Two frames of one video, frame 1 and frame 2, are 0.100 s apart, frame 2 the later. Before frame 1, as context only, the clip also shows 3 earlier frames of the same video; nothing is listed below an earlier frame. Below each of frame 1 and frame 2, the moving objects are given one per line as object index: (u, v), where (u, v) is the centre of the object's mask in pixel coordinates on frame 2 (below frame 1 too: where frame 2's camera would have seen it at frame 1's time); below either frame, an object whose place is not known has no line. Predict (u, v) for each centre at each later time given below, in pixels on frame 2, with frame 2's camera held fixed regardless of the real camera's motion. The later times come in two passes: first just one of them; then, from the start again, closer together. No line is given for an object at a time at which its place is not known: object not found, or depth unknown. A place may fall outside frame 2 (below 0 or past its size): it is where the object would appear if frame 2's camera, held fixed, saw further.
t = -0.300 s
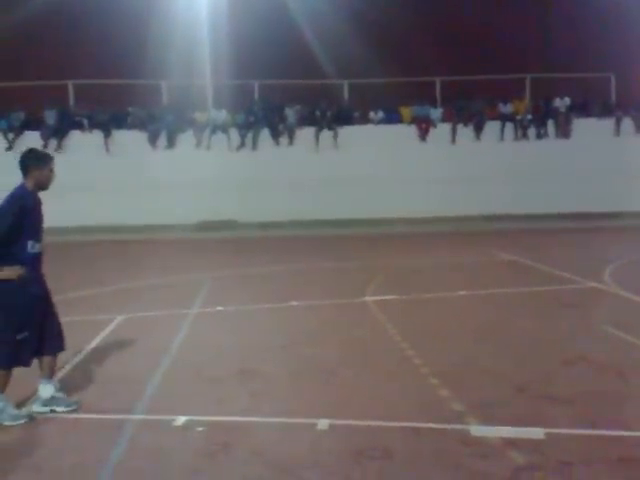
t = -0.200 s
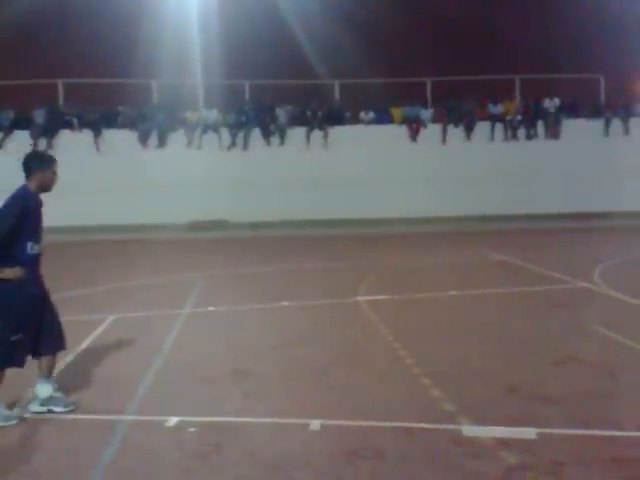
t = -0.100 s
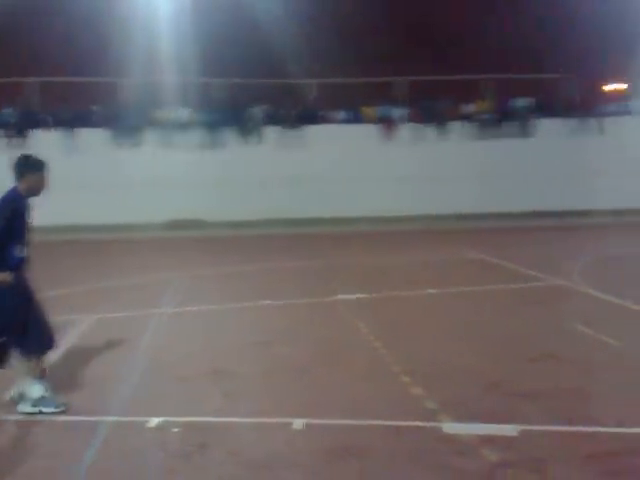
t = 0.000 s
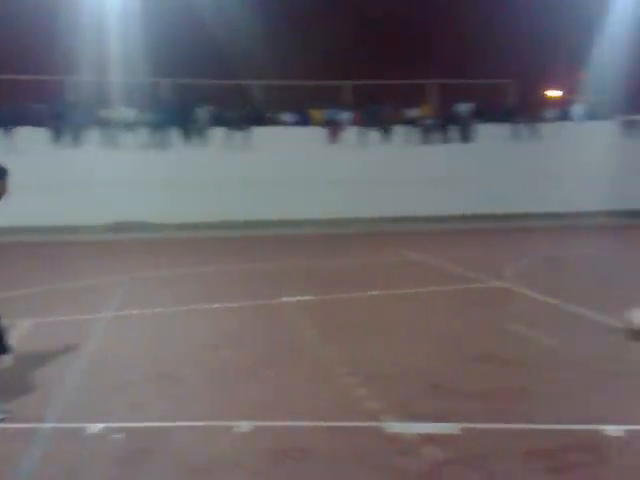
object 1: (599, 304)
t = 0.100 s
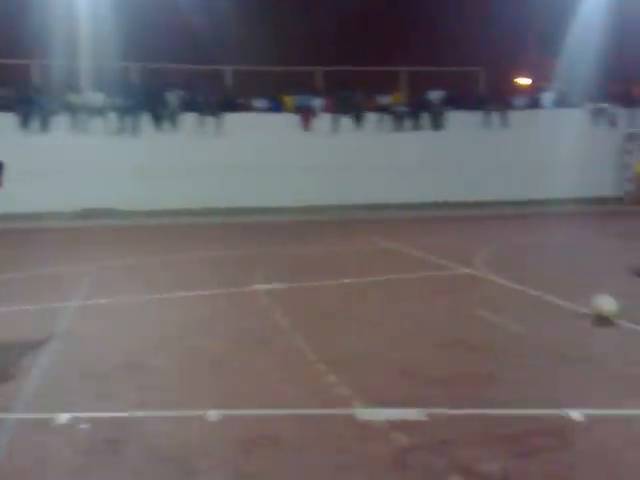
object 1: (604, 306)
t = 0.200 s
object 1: (603, 306)
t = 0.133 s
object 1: (604, 306)
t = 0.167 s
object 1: (604, 307)
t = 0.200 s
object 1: (603, 306)
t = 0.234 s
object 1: (603, 307)
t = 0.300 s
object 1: (601, 307)
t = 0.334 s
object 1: (601, 306)
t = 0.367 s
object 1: (600, 306)
